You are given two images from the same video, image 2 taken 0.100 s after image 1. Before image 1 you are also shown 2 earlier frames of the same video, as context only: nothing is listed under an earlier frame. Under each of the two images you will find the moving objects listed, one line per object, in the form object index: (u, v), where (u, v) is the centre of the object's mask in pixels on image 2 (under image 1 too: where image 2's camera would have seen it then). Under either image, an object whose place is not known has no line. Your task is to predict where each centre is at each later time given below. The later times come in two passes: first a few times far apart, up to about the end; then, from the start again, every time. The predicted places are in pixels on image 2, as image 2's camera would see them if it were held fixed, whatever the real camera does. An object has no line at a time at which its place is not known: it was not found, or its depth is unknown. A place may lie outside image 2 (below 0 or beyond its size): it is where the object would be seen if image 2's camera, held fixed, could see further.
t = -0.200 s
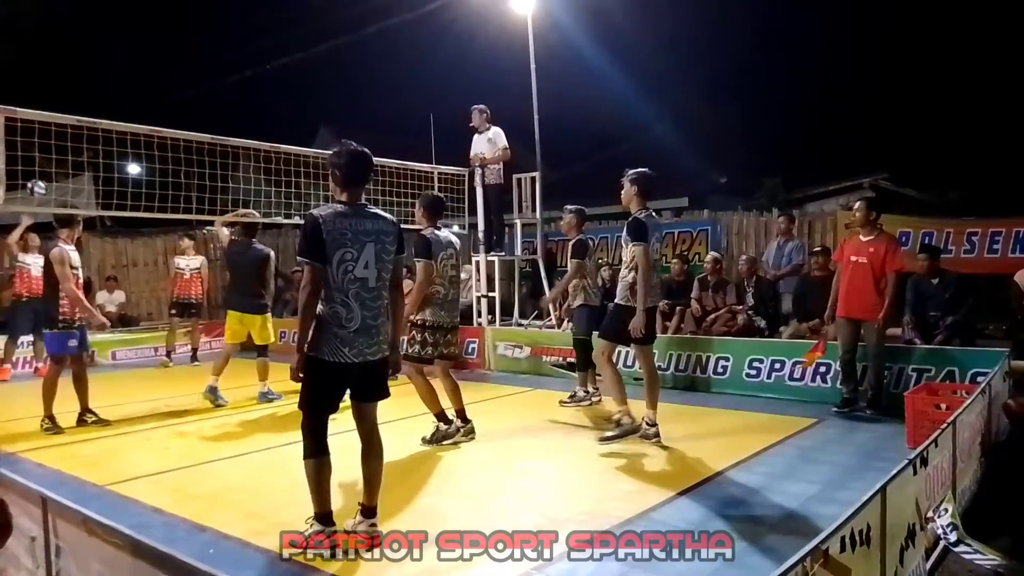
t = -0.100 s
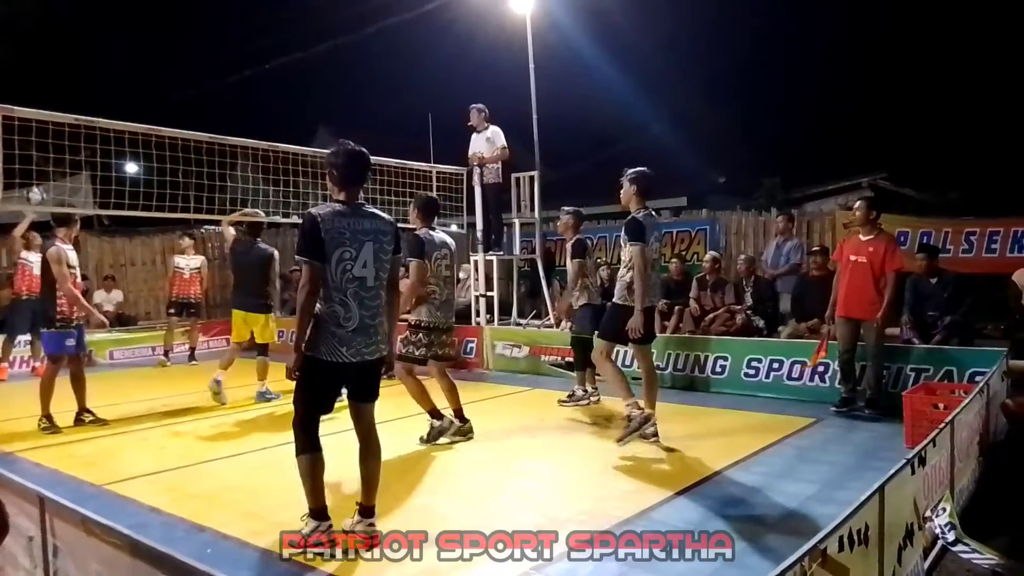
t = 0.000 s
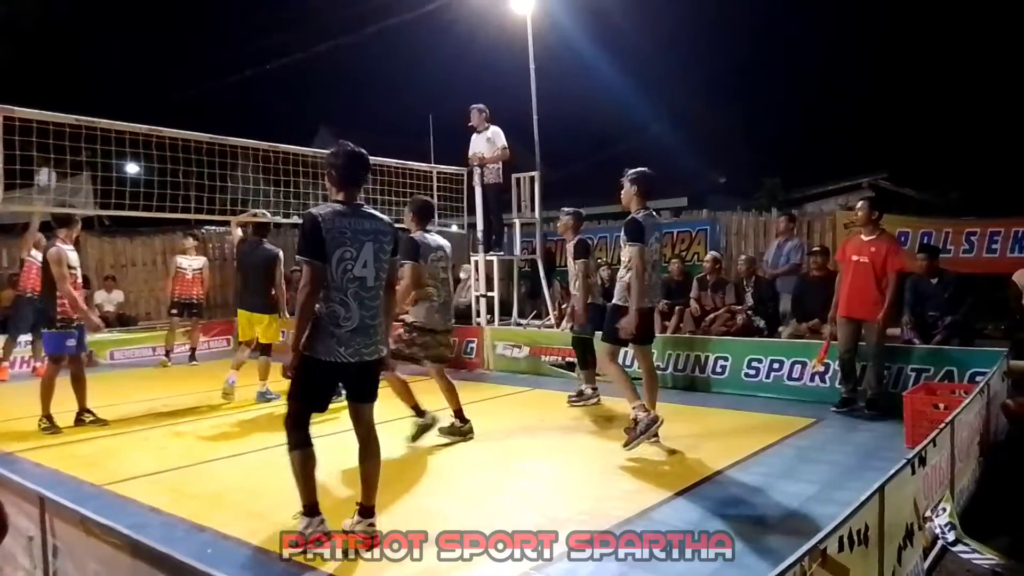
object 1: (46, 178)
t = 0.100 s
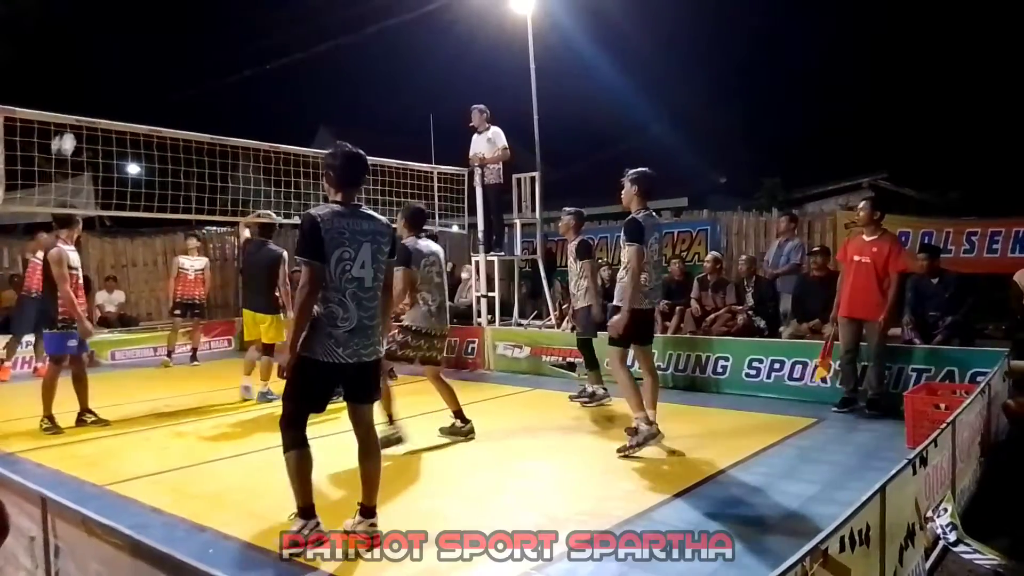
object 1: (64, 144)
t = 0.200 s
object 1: (84, 111)
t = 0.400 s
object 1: (129, 74)
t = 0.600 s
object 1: (186, 69)
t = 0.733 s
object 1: (231, 92)
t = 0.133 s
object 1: (70, 134)
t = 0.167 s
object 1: (76, 124)
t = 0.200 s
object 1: (84, 111)
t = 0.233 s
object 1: (90, 106)
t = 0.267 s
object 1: (98, 98)
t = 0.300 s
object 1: (105, 90)
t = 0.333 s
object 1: (112, 85)
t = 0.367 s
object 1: (121, 79)
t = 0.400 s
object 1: (129, 74)
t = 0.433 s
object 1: (137, 70)
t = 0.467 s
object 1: (147, 68)
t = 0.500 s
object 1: (156, 66)
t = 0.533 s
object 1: (166, 65)
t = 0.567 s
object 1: (175, 67)
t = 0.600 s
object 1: (186, 69)
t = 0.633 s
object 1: (196, 73)
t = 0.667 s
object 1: (208, 78)
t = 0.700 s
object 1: (220, 85)
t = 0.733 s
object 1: (231, 92)
